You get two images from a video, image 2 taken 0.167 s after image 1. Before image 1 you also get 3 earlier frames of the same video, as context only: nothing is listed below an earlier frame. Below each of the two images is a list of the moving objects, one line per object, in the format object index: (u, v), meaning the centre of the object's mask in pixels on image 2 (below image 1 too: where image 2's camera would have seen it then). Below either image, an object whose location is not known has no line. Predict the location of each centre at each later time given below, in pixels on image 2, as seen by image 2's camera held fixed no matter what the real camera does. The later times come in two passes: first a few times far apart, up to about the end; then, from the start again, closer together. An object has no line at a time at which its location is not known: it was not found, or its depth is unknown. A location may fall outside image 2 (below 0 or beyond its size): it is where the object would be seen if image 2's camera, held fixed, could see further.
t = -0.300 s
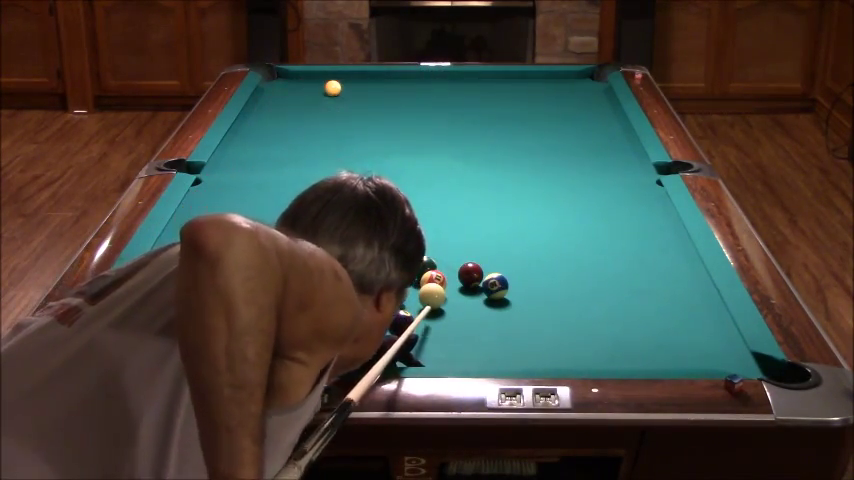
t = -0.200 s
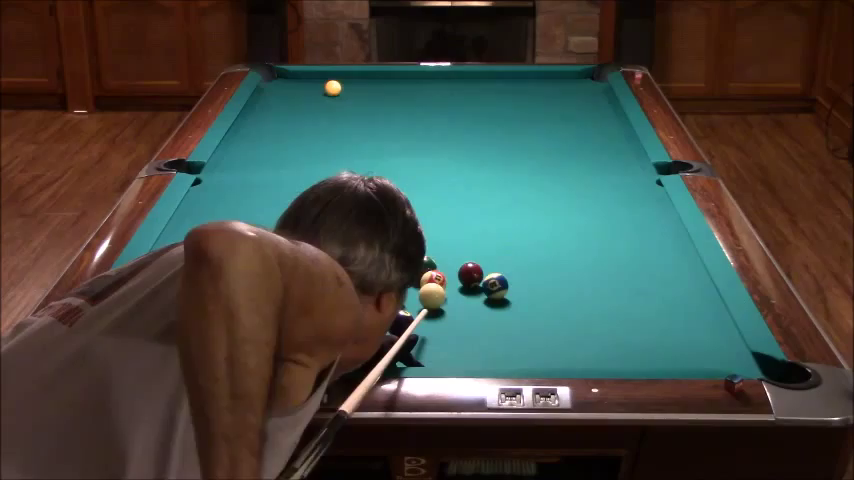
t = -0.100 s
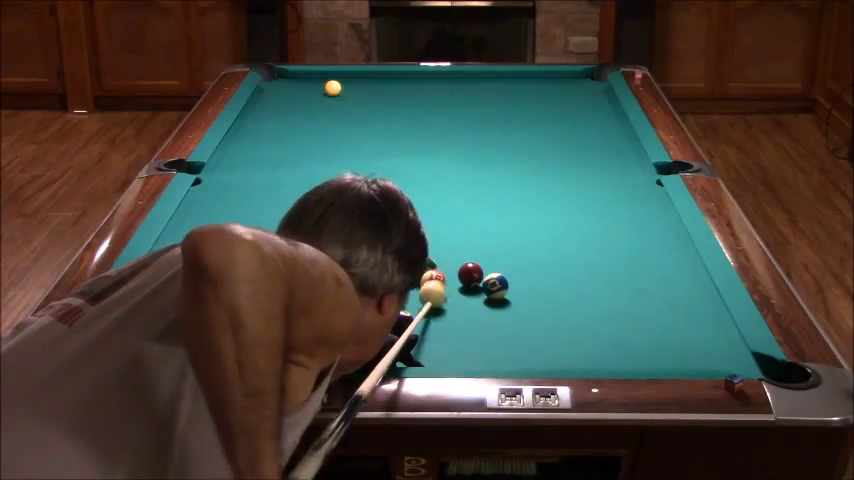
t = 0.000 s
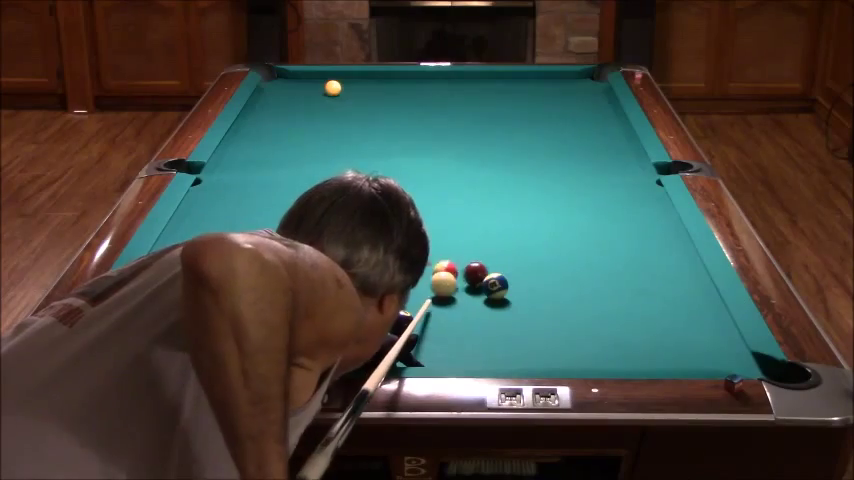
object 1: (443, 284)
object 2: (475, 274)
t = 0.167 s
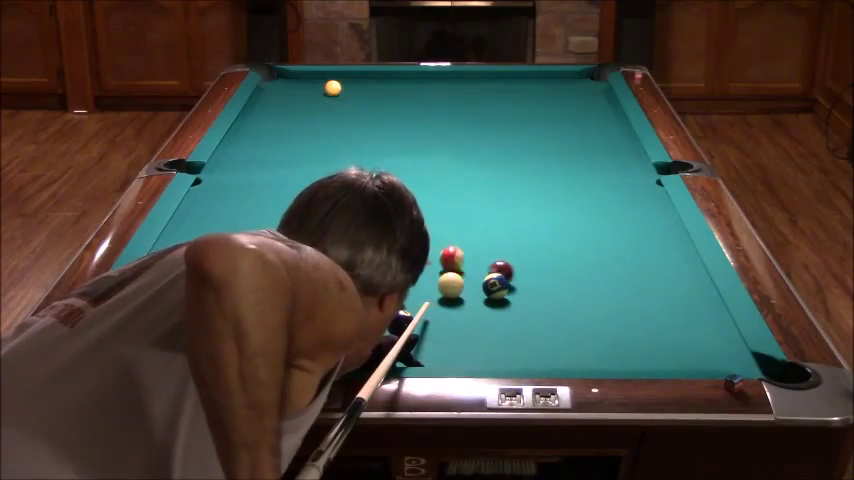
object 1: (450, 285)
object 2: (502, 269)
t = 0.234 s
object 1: (453, 286)
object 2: (510, 271)
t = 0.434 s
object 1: (459, 289)
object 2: (536, 271)
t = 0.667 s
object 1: (465, 293)
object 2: (565, 269)
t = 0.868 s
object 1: (470, 295)
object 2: (588, 268)
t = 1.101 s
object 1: (474, 297)
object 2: (613, 267)
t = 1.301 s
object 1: (477, 298)
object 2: (632, 265)
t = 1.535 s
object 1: (479, 299)
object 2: (653, 265)
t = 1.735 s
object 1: (480, 299)
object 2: (669, 264)
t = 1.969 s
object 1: (480, 299)
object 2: (686, 263)
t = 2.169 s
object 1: (480, 299)
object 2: (684, 262)
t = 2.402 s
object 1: (480, 299)
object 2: (679, 262)
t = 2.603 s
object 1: (480, 299)
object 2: (676, 261)
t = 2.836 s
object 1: (480, 299)
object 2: (674, 262)
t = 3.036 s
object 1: (480, 299)
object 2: (674, 262)
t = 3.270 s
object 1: (480, 299)
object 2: (674, 262)
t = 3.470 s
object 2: (674, 262)
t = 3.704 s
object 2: (674, 262)
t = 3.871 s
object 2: (683, 261)
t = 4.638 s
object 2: (670, 264)
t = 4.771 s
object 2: (674, 262)
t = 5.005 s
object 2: (674, 262)
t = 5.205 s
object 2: (674, 262)
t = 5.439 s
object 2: (674, 262)
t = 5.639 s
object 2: (674, 262)
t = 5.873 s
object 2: (674, 262)
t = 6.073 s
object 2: (674, 262)
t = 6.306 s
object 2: (674, 262)
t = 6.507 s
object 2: (674, 262)
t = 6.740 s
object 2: (674, 262)
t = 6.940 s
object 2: (674, 262)
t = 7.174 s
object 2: (674, 262)
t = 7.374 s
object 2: (674, 262)
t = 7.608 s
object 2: (674, 262)
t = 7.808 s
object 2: (674, 262)
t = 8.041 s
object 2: (674, 262)
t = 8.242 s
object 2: (674, 262)
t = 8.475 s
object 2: (674, 262)
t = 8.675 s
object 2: (674, 262)
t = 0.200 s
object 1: (451, 285)
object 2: (507, 270)
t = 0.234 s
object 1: (453, 286)
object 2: (510, 271)
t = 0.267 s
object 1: (454, 287)
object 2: (514, 272)
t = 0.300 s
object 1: (455, 287)
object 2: (519, 272)
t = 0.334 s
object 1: (456, 288)
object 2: (523, 271)
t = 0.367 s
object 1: (457, 288)
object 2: (528, 271)
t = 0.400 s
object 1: (458, 289)
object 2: (532, 271)
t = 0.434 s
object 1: (459, 289)
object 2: (536, 271)
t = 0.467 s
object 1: (460, 290)
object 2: (540, 270)
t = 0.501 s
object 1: (461, 290)
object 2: (545, 270)
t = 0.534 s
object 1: (461, 291)
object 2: (549, 270)
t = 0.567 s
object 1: (463, 291)
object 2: (553, 270)
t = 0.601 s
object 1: (463, 292)
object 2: (557, 270)
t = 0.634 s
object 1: (464, 292)
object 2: (561, 269)
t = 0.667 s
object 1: (465, 293)
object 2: (565, 269)
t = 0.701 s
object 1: (466, 293)
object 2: (569, 269)
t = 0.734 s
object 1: (467, 293)
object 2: (573, 269)
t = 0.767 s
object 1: (467, 294)
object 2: (577, 269)
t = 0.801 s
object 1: (468, 294)
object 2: (581, 269)
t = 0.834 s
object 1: (469, 294)
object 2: (584, 268)
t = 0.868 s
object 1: (470, 295)
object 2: (588, 268)
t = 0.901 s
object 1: (470, 295)
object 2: (592, 268)
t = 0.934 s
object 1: (471, 296)
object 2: (596, 268)
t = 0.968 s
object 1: (471, 296)
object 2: (599, 267)
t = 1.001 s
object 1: (472, 296)
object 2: (603, 267)
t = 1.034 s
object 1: (473, 296)
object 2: (606, 267)
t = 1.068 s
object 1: (473, 297)
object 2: (609, 267)
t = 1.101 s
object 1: (474, 297)
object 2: (613, 267)
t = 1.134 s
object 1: (474, 297)
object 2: (616, 266)
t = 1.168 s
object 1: (475, 297)
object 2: (620, 266)
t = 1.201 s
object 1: (475, 298)
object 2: (623, 266)
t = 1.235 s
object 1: (476, 298)
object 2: (626, 266)
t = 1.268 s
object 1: (476, 298)
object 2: (629, 266)
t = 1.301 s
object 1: (477, 298)
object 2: (632, 265)
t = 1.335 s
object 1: (477, 298)
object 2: (636, 265)
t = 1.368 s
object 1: (477, 298)
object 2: (638, 265)
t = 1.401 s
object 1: (478, 298)
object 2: (641, 265)
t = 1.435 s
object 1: (478, 298)
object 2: (644, 265)
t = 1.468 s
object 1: (478, 298)
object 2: (647, 265)
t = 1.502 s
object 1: (479, 299)
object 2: (650, 265)
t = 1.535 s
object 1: (479, 299)
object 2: (653, 265)
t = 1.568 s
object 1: (479, 299)
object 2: (656, 264)
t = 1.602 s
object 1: (479, 299)
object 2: (658, 264)
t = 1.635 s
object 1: (479, 299)
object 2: (661, 264)
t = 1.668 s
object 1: (480, 299)
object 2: (664, 264)
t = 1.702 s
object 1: (480, 299)
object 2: (667, 264)
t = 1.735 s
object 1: (480, 299)
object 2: (669, 264)
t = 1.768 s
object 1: (480, 299)
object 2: (672, 264)
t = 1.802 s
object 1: (480, 299)
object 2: (674, 263)
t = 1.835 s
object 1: (480, 299)
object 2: (677, 263)
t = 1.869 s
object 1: (480, 299)
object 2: (679, 263)
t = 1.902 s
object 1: (480, 299)
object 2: (682, 263)
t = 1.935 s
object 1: (480, 299)
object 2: (684, 263)
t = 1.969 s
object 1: (480, 299)
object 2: (686, 263)
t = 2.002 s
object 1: (480, 299)
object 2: (689, 263)
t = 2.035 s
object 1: (480, 299)
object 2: (689, 263)
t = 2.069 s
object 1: (480, 299)
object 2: (688, 263)
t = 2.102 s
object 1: (480, 299)
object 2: (687, 263)
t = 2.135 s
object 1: (480, 299)
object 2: (685, 262)
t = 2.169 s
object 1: (480, 299)
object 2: (684, 262)
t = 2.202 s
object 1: (480, 299)
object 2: (683, 262)
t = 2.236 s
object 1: (480, 299)
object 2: (682, 262)
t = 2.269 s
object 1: (480, 299)
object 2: (682, 262)
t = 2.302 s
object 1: (480, 299)
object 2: (681, 262)
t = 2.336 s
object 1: (480, 299)
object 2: (680, 262)
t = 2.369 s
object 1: (480, 299)
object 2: (679, 262)
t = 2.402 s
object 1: (480, 299)
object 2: (679, 262)
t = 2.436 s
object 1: (480, 299)
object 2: (678, 262)
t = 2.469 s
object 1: (480, 299)
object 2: (677, 261)
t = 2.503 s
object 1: (480, 299)
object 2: (677, 261)
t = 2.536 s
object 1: (480, 299)
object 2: (676, 261)
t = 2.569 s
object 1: (480, 299)
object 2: (676, 261)
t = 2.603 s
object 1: (480, 299)
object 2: (676, 261)
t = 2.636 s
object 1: (480, 299)
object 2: (675, 261)
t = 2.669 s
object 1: (480, 299)
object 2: (675, 261)
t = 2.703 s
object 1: (480, 299)
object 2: (675, 261)
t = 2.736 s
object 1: (480, 299)
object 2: (674, 262)
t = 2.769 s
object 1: (480, 299)
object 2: (674, 262)
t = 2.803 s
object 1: (480, 299)
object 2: (674, 262)
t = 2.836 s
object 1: (480, 299)
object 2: (674, 262)
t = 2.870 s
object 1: (480, 299)
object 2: (674, 262)
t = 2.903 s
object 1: (480, 299)
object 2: (674, 262)
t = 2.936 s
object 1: (480, 299)
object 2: (674, 262)
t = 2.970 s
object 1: (480, 299)
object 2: (674, 262)
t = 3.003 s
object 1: (480, 299)
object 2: (674, 262)
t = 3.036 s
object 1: (480, 299)
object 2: (674, 262)
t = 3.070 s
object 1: (480, 299)
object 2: (674, 262)
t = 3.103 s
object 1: (480, 299)
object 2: (674, 262)
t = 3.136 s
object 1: (480, 299)
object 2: (674, 262)
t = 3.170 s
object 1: (480, 299)
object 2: (674, 262)
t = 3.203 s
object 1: (480, 299)
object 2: (674, 262)
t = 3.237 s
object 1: (480, 299)
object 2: (674, 262)
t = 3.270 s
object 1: (480, 299)
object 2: (674, 262)
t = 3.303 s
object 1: (480, 299)
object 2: (674, 262)
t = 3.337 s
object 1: (480, 299)
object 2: (674, 262)
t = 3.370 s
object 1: (480, 299)
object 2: (674, 262)
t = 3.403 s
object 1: (480, 299)
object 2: (674, 262)
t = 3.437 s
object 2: (674, 262)
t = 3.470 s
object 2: (674, 262)
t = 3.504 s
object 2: (674, 262)
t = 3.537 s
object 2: (674, 262)
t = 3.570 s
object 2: (674, 262)
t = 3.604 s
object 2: (674, 262)
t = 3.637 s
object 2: (674, 262)
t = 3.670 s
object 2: (674, 262)
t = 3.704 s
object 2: (674, 262)
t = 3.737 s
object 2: (674, 262)
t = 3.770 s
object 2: (674, 262)
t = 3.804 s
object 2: (674, 262)
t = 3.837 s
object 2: (674, 262)
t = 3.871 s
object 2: (683, 261)
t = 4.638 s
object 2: (670, 264)
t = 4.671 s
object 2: (674, 262)
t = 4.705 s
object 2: (674, 261)
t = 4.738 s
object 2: (674, 261)
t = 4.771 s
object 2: (674, 262)
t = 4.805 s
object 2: (674, 262)
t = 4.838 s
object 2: (674, 262)
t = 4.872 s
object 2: (674, 262)
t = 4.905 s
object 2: (674, 262)
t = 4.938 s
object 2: (674, 262)
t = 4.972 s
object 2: (674, 262)
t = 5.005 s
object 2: (674, 262)
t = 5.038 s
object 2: (674, 262)
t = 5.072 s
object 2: (674, 262)
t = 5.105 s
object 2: (674, 262)
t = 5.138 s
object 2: (674, 262)
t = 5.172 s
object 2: (674, 262)
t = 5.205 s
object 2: (674, 262)
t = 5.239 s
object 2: (674, 262)
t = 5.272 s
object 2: (674, 262)
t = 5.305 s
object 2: (674, 262)
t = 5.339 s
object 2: (674, 262)
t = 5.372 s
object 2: (674, 262)
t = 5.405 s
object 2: (674, 262)
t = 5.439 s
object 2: (674, 262)
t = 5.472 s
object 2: (674, 262)
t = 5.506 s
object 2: (674, 262)
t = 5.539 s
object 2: (674, 262)
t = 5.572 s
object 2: (674, 262)
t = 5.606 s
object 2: (674, 262)
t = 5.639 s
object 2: (674, 262)
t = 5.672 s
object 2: (674, 262)
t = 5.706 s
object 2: (674, 262)
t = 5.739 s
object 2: (674, 262)
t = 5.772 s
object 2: (674, 262)
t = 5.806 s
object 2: (674, 262)
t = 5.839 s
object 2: (674, 262)
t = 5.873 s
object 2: (674, 262)
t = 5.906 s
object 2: (674, 262)
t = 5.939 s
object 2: (674, 262)
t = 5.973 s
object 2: (674, 262)
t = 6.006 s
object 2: (674, 262)
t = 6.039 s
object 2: (674, 262)
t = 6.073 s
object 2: (674, 262)
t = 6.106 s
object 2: (674, 262)
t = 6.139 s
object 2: (674, 262)
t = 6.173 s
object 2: (674, 262)
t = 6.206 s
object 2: (674, 262)
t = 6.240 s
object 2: (674, 262)
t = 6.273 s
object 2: (674, 262)
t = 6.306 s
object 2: (674, 262)
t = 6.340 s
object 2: (674, 262)
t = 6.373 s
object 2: (674, 262)
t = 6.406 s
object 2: (674, 262)
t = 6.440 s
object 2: (674, 262)
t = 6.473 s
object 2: (674, 262)
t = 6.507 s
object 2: (674, 262)
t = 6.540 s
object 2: (674, 262)
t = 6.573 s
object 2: (674, 262)
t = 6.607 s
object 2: (674, 262)
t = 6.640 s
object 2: (674, 262)
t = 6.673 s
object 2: (674, 262)
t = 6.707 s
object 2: (674, 262)
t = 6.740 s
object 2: (674, 262)
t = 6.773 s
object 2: (674, 262)
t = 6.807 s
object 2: (674, 262)
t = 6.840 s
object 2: (674, 262)
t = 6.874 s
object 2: (674, 262)
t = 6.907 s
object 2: (674, 262)
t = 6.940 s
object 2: (674, 262)
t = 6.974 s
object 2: (674, 262)
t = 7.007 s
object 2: (674, 262)
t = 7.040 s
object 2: (674, 262)
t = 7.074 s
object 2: (674, 262)
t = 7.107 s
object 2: (674, 262)
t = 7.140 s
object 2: (674, 262)
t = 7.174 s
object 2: (674, 262)
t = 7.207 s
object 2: (674, 262)
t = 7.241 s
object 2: (674, 262)
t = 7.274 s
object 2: (674, 262)
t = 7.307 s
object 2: (674, 262)
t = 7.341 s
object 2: (674, 262)
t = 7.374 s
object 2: (674, 262)
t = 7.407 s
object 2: (674, 262)
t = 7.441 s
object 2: (674, 262)
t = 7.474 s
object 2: (674, 262)
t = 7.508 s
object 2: (674, 262)
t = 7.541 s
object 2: (674, 262)
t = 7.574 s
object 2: (674, 262)
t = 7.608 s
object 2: (674, 262)
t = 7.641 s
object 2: (674, 262)
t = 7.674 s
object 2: (674, 262)
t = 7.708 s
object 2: (674, 262)
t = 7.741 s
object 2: (674, 262)
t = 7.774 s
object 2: (674, 262)
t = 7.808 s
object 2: (674, 262)
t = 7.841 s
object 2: (674, 262)
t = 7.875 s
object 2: (674, 262)
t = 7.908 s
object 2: (674, 262)
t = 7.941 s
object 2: (674, 262)
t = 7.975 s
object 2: (674, 262)
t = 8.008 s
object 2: (674, 262)
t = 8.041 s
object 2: (674, 262)
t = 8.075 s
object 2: (674, 262)
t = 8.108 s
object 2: (674, 262)
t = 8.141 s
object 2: (674, 262)
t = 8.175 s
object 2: (674, 262)
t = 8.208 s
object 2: (674, 262)
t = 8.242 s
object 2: (674, 262)
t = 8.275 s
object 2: (674, 262)
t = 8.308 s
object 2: (674, 262)
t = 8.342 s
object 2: (674, 262)
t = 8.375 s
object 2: (674, 262)
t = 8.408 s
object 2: (674, 262)
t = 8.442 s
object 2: (674, 262)
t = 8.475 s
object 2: (674, 262)
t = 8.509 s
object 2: (674, 262)
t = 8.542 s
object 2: (674, 262)
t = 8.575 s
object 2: (674, 262)
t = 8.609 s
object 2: (674, 262)
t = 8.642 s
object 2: (674, 262)
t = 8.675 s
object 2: (674, 262)
